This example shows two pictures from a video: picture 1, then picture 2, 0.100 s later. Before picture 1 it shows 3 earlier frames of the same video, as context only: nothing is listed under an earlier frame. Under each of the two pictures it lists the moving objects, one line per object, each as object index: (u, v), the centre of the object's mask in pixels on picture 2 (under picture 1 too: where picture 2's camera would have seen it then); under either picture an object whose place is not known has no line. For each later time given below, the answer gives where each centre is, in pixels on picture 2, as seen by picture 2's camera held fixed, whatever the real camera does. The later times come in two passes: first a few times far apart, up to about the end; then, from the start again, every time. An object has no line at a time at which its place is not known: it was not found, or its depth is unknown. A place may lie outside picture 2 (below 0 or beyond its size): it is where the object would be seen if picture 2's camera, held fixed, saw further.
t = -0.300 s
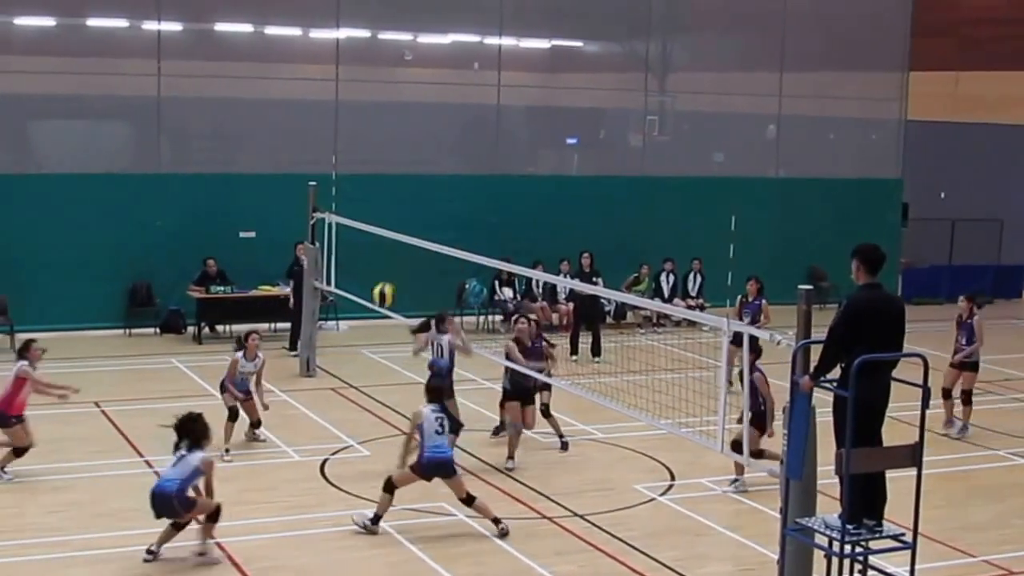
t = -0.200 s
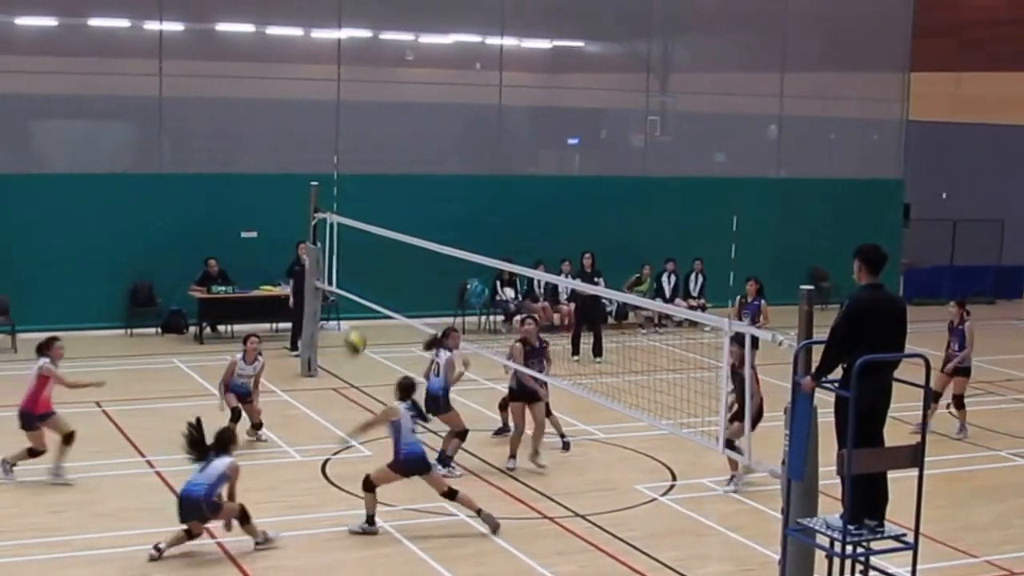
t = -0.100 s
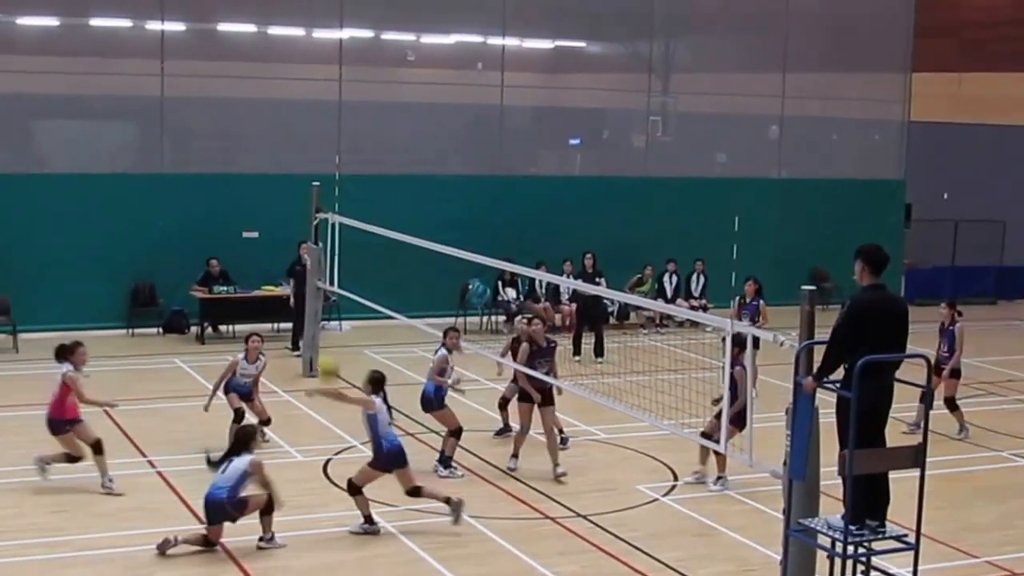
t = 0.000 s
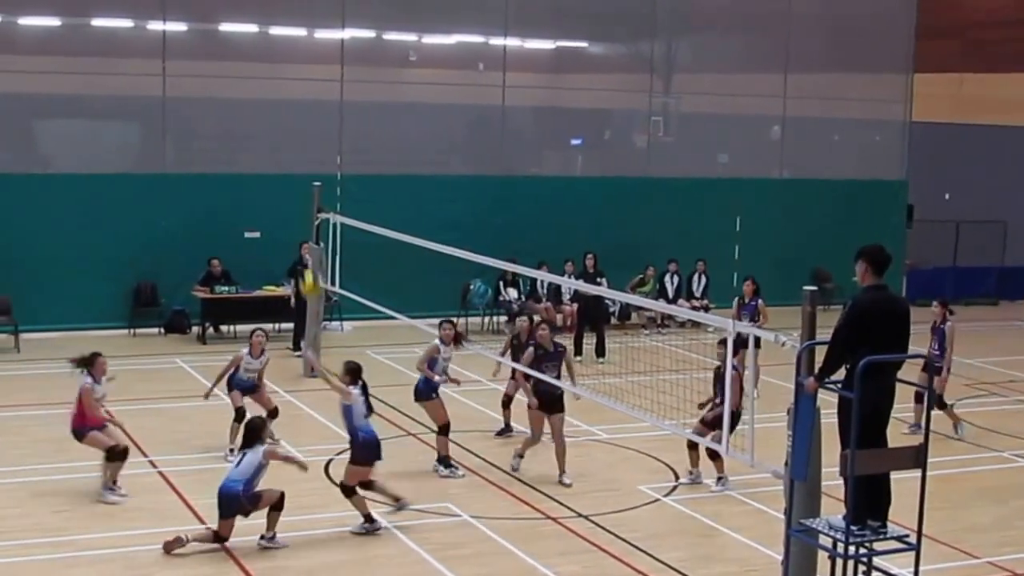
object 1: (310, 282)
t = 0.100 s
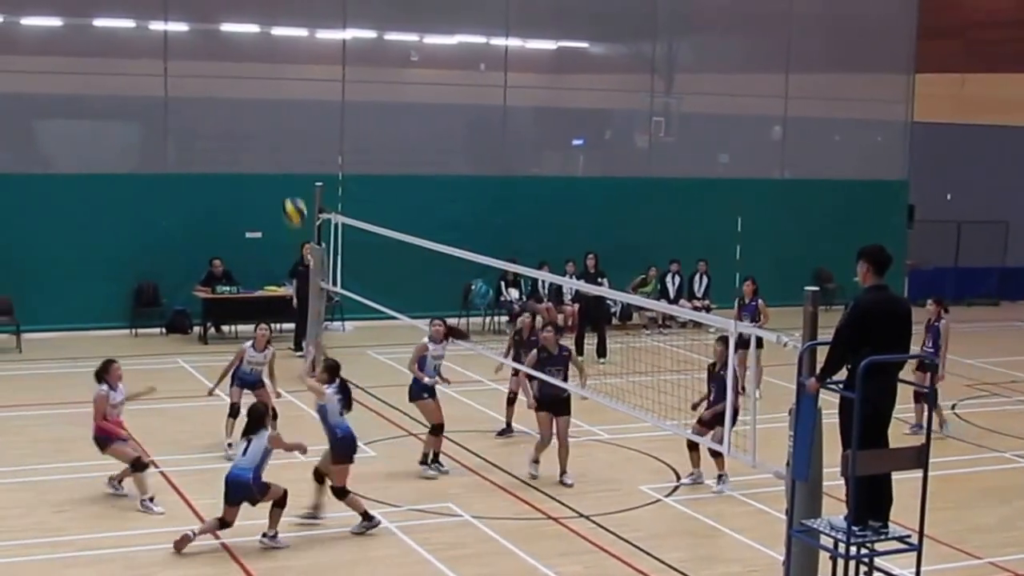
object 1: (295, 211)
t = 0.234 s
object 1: (271, 132)
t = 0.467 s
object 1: (227, 43)
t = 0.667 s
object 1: (191, 17)
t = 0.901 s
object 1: (148, 44)
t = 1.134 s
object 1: (107, 132)
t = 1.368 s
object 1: (69, 274)
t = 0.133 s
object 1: (289, 190)
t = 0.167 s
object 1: (283, 169)
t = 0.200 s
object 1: (276, 149)
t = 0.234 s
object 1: (271, 132)
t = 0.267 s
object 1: (264, 116)
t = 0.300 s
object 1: (258, 100)
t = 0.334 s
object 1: (252, 85)
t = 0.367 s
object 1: (246, 72)
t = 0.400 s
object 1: (239, 61)
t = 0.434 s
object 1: (233, 51)
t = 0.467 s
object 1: (227, 43)
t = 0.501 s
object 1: (220, 35)
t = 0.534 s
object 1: (215, 30)
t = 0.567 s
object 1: (209, 24)
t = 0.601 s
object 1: (203, 22)
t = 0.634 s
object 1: (197, 20)
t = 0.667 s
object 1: (191, 17)
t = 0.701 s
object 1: (184, 18)
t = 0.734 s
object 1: (178, 19)
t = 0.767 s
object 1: (172, 22)
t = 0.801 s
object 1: (166, 25)
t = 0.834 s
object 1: (159, 30)
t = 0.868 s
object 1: (154, 36)
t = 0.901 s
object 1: (148, 44)
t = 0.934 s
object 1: (142, 53)
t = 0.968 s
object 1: (136, 63)
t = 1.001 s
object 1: (130, 73)
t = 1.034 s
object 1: (123, 87)
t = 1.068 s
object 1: (119, 101)
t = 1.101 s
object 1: (113, 116)
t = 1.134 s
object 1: (107, 132)
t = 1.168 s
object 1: (101, 149)
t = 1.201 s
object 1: (96, 166)
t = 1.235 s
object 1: (91, 186)
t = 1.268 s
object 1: (86, 206)
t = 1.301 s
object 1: (80, 226)
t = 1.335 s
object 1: (74, 250)
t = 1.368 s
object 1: (69, 274)
